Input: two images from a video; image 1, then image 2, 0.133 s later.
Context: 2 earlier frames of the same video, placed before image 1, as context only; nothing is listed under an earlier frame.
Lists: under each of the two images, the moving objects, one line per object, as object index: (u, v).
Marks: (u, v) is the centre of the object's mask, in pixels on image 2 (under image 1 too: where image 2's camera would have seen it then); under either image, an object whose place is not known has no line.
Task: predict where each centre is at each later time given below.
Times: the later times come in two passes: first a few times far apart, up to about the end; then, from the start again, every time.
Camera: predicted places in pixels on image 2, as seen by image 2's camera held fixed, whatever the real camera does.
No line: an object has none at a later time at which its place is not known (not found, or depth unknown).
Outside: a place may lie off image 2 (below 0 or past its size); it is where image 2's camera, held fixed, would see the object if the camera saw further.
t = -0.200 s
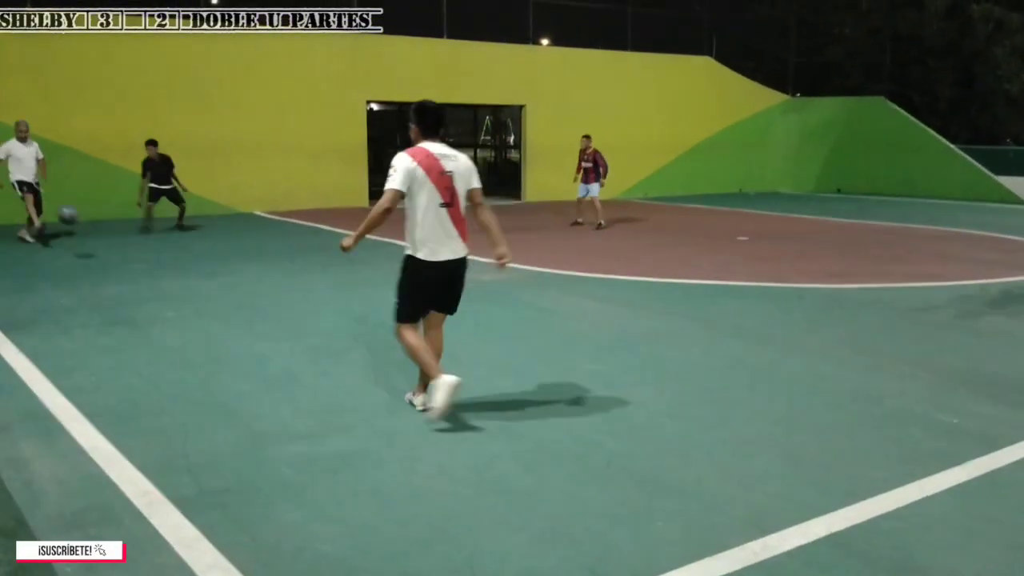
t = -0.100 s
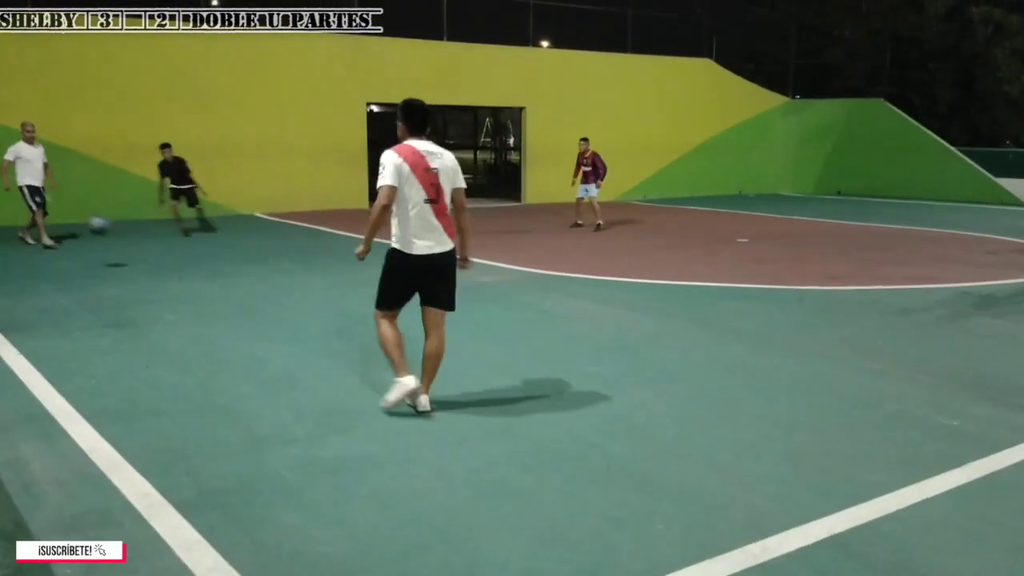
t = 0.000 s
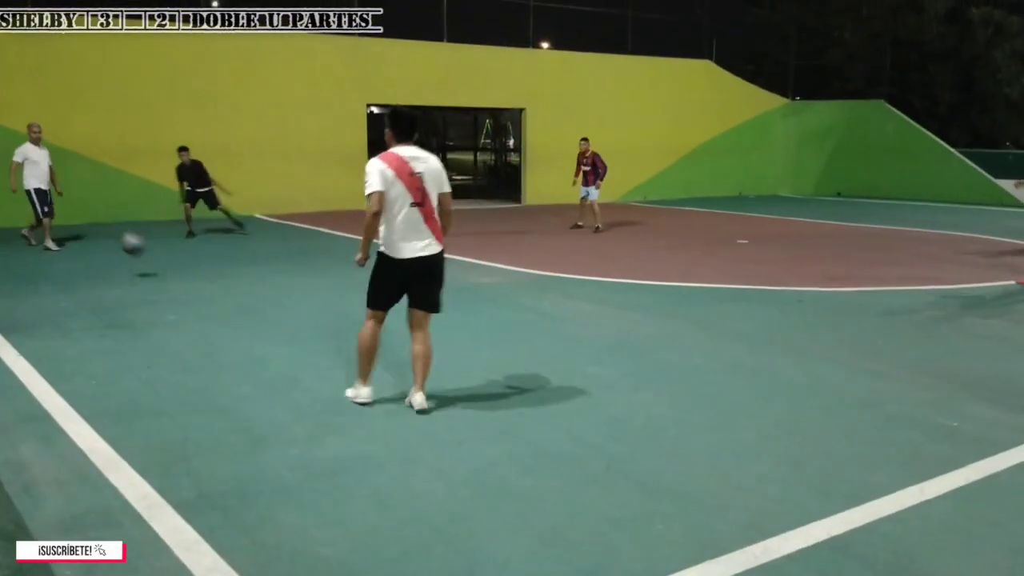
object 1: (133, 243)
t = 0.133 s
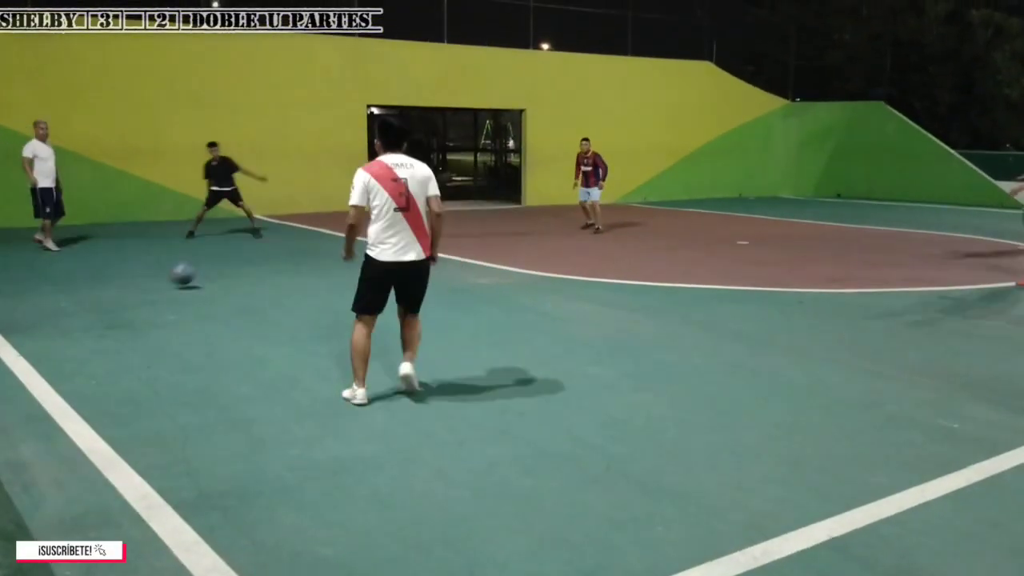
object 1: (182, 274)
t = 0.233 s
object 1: (213, 261)
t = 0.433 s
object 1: (283, 268)
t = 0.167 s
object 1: (193, 267)
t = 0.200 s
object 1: (203, 264)
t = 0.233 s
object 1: (213, 261)
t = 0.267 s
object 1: (224, 259)
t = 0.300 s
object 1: (235, 258)
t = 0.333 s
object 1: (246, 259)
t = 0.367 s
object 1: (259, 261)
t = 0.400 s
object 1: (272, 264)
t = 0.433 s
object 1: (283, 268)
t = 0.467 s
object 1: (296, 276)
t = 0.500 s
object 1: (310, 285)
